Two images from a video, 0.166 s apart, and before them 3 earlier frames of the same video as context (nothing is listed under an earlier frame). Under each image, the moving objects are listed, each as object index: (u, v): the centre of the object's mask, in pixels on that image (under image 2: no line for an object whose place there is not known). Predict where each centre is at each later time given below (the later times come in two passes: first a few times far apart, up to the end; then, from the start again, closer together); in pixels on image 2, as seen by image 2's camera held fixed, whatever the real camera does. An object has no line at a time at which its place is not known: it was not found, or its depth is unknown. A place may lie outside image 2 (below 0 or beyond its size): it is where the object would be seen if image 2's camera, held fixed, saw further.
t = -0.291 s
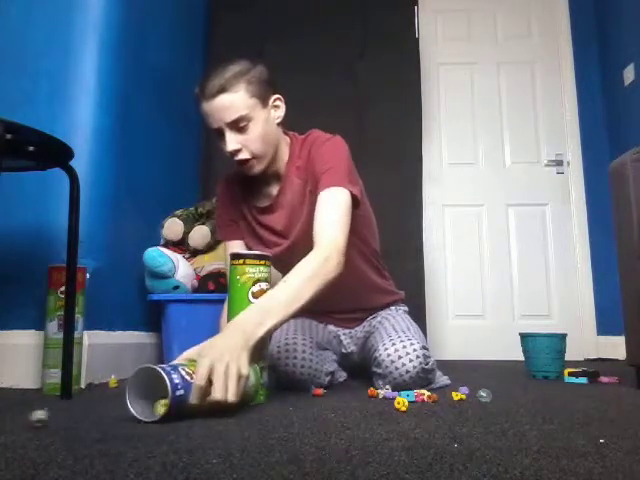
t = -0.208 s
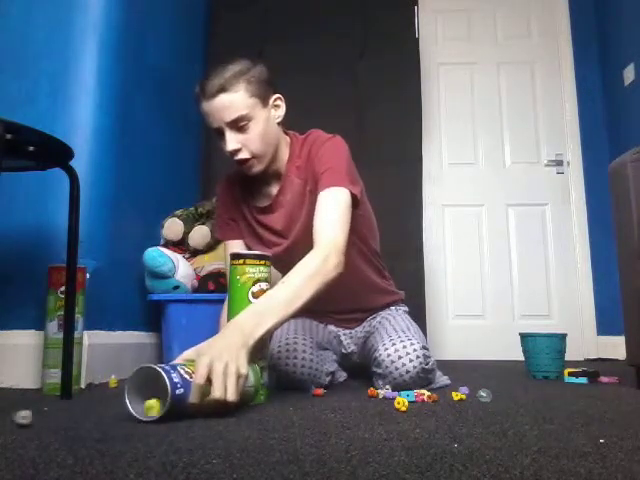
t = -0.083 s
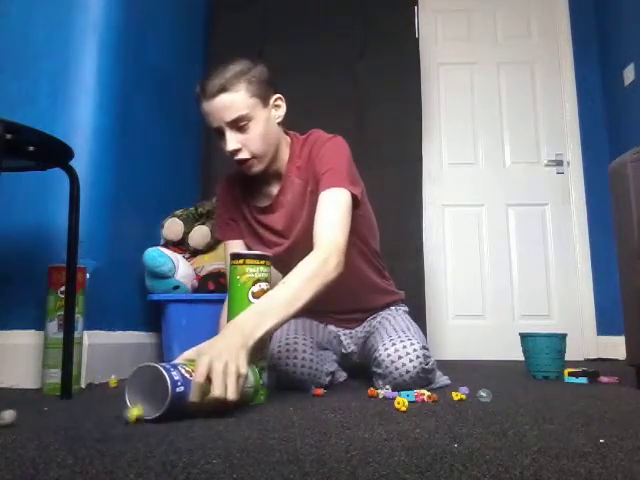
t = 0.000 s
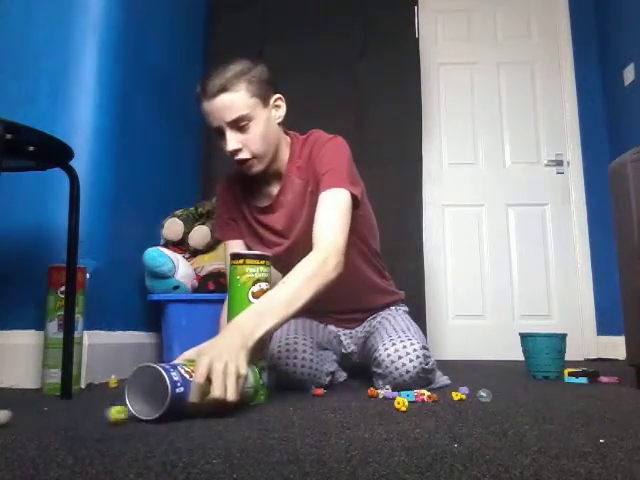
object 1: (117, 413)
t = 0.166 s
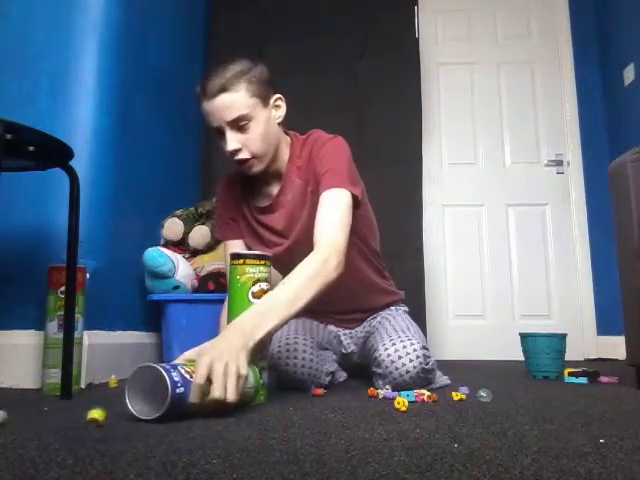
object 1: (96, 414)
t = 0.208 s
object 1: (93, 416)
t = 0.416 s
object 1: (84, 415)
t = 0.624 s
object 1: (84, 416)
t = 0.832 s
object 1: (84, 416)
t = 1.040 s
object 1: (84, 416)
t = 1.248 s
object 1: (85, 416)
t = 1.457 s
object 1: (84, 416)
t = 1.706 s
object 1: (85, 417)
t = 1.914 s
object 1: (85, 417)
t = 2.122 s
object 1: (85, 417)
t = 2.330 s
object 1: (85, 417)
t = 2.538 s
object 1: (85, 417)
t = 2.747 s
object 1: (85, 417)
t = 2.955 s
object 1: (85, 416)
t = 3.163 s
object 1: (85, 416)
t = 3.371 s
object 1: (86, 416)
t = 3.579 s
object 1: (85, 417)
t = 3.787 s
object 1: (85, 417)
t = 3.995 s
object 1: (85, 417)
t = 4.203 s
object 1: (85, 417)
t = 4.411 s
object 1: (85, 417)
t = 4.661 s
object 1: (85, 416)
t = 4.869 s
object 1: (85, 416)
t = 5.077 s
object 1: (85, 416)
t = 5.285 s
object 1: (86, 416)
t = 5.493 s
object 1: (85, 417)
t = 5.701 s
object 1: (85, 417)
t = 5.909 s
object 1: (86, 417)
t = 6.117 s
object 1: (85, 417)
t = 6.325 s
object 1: (85, 417)
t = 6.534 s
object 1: (85, 417)
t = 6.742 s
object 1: (85, 416)
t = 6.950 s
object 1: (85, 416)
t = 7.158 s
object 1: (85, 417)
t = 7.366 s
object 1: (85, 417)
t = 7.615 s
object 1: (85, 417)
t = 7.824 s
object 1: (85, 417)
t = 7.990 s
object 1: (85, 416)
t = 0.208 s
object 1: (93, 416)
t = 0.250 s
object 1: (92, 416)
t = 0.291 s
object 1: (90, 416)
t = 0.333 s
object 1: (88, 416)
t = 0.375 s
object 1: (86, 416)
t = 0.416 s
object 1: (84, 415)
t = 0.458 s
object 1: (82, 416)
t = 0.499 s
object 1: (82, 416)
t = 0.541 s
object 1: (82, 416)
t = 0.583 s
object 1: (82, 416)
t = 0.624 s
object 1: (84, 416)
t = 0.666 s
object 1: (84, 416)
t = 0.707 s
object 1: (84, 416)
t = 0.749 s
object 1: (84, 416)
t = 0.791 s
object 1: (84, 416)
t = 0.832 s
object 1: (84, 416)
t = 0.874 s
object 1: (84, 416)
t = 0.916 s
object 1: (84, 416)
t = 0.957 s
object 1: (84, 416)
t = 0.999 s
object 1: (84, 416)
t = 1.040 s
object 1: (84, 416)
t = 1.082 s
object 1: (85, 416)
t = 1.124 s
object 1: (84, 416)
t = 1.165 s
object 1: (85, 416)
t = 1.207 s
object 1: (85, 416)
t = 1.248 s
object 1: (85, 416)
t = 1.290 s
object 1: (85, 416)
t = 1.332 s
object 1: (85, 416)
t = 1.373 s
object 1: (85, 416)
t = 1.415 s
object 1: (84, 416)
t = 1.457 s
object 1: (84, 416)
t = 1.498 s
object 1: (84, 416)
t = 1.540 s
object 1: (84, 416)
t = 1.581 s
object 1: (84, 416)
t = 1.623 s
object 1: (84, 416)
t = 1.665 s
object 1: (84, 416)
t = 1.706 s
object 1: (85, 417)
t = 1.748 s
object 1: (85, 417)
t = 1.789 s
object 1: (85, 417)
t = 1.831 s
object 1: (85, 417)
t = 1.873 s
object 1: (85, 417)
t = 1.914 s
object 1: (85, 417)
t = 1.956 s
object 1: (85, 417)
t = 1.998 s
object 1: (85, 417)
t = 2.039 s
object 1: (85, 417)
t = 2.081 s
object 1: (85, 417)
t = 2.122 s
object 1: (85, 417)
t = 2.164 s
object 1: (85, 417)
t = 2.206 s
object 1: (85, 417)
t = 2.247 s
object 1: (85, 417)
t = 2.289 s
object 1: (85, 417)
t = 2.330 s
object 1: (85, 417)
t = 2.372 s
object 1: (85, 417)
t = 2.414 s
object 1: (85, 417)
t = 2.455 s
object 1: (85, 417)
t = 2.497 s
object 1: (85, 417)
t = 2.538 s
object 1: (85, 417)
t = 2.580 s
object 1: (85, 417)
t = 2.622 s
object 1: (85, 417)
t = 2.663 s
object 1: (85, 417)
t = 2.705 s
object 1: (85, 417)
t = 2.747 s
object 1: (85, 417)
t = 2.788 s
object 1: (85, 417)
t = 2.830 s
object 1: (85, 417)
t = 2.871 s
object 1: (85, 417)
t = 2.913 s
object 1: (85, 416)
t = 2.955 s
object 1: (85, 416)
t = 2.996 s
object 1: (85, 417)
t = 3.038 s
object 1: (85, 417)
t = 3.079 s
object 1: (85, 417)
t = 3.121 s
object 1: (85, 416)
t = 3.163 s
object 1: (85, 416)
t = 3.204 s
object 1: (85, 416)
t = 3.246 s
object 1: (85, 416)
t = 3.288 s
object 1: (85, 416)
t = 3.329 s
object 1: (86, 417)
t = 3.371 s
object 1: (86, 416)
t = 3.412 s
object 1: (86, 416)
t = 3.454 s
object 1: (85, 417)
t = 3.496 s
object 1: (85, 417)
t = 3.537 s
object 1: (85, 417)
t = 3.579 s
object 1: (85, 417)
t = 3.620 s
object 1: (85, 417)
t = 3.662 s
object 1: (85, 417)
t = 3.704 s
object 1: (85, 417)
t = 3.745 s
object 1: (85, 417)
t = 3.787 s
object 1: (85, 417)
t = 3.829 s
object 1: (85, 417)
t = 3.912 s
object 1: (85, 417)
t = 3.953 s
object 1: (85, 417)
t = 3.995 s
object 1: (85, 417)
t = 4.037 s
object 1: (85, 417)
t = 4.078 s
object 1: (85, 417)
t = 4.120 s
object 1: (85, 417)
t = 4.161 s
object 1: (85, 417)
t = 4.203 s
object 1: (85, 417)
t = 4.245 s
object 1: (85, 417)
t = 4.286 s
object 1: (85, 417)
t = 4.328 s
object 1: (85, 417)
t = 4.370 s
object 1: (85, 417)
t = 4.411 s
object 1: (85, 417)
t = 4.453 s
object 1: (85, 416)
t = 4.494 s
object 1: (85, 416)
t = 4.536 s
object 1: (85, 416)
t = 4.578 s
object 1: (85, 416)
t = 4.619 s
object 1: (85, 416)
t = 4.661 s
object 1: (85, 416)
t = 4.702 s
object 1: (85, 416)
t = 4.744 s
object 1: (85, 416)
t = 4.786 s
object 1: (85, 416)
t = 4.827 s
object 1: (85, 416)
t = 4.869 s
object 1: (85, 416)
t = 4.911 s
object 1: (85, 416)
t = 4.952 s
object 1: (85, 416)
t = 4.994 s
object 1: (85, 417)
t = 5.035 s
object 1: (85, 416)
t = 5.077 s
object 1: (85, 416)
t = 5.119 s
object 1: (85, 416)
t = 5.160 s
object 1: (85, 416)
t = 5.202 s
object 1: (86, 417)
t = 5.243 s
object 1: (86, 416)
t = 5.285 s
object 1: (86, 416)
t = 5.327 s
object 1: (86, 416)
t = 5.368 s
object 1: (86, 416)
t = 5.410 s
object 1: (85, 417)
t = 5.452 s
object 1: (85, 417)
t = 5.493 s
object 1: (85, 417)
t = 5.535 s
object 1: (85, 417)
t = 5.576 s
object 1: (85, 417)
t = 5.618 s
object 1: (85, 417)
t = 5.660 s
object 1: (85, 416)
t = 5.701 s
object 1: (85, 417)
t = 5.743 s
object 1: (85, 417)
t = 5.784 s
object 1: (85, 417)
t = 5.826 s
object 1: (85, 417)
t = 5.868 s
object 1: (85, 417)
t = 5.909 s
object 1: (86, 417)
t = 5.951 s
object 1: (85, 417)
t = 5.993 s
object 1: (85, 417)
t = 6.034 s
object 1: (85, 417)
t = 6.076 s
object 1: (85, 417)
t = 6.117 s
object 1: (85, 417)
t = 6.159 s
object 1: (85, 417)
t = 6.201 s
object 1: (85, 417)
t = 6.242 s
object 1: (85, 417)
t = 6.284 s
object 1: (85, 417)
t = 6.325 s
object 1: (85, 417)
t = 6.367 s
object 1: (85, 417)
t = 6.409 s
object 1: (85, 417)
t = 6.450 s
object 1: (85, 417)
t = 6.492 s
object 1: (85, 416)
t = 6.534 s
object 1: (85, 417)
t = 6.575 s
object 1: (85, 416)
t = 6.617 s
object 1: (85, 416)
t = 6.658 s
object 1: (85, 416)
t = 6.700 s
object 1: (85, 416)
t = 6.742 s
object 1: (85, 416)
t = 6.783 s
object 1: (85, 416)
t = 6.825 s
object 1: (85, 416)
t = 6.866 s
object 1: (85, 416)
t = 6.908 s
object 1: (85, 417)
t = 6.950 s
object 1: (85, 416)
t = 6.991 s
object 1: (85, 417)
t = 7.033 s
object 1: (85, 416)
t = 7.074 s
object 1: (85, 417)
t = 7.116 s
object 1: (85, 417)
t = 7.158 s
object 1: (85, 417)
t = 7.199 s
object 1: (85, 417)
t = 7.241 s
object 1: (85, 417)
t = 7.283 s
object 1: (85, 417)
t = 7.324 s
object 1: (85, 417)
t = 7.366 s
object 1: (85, 417)
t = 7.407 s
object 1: (85, 417)
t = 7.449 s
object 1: (85, 417)
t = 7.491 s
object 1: (85, 417)
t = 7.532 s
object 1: (85, 417)
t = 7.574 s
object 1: (85, 417)
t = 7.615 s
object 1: (85, 417)
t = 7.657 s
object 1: (85, 417)
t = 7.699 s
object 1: (85, 417)
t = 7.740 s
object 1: (85, 416)
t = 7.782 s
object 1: (85, 417)
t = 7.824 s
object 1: (85, 417)
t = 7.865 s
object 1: (84, 416)
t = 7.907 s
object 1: (85, 416)
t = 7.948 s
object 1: (85, 417)
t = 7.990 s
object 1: (85, 416)
